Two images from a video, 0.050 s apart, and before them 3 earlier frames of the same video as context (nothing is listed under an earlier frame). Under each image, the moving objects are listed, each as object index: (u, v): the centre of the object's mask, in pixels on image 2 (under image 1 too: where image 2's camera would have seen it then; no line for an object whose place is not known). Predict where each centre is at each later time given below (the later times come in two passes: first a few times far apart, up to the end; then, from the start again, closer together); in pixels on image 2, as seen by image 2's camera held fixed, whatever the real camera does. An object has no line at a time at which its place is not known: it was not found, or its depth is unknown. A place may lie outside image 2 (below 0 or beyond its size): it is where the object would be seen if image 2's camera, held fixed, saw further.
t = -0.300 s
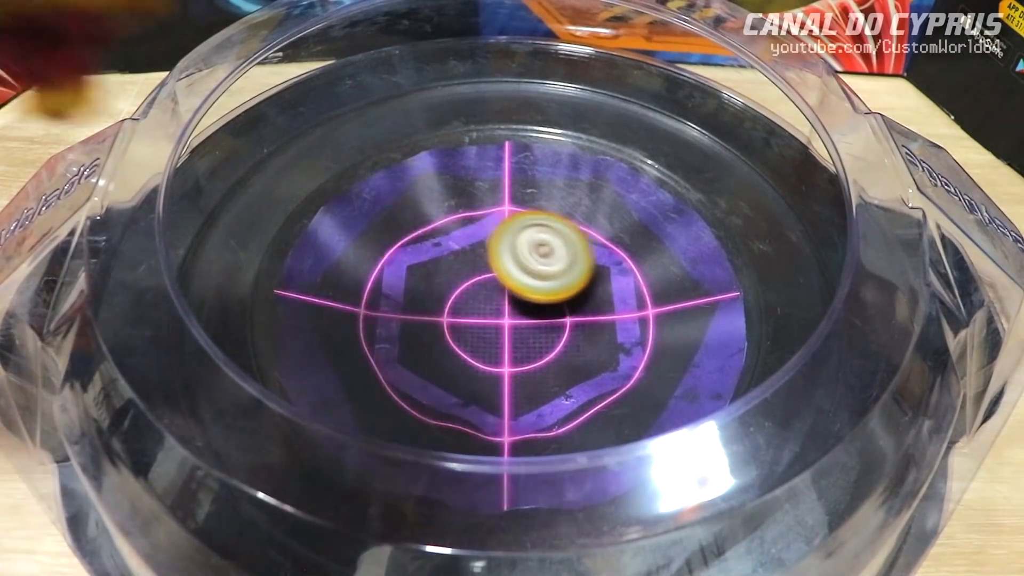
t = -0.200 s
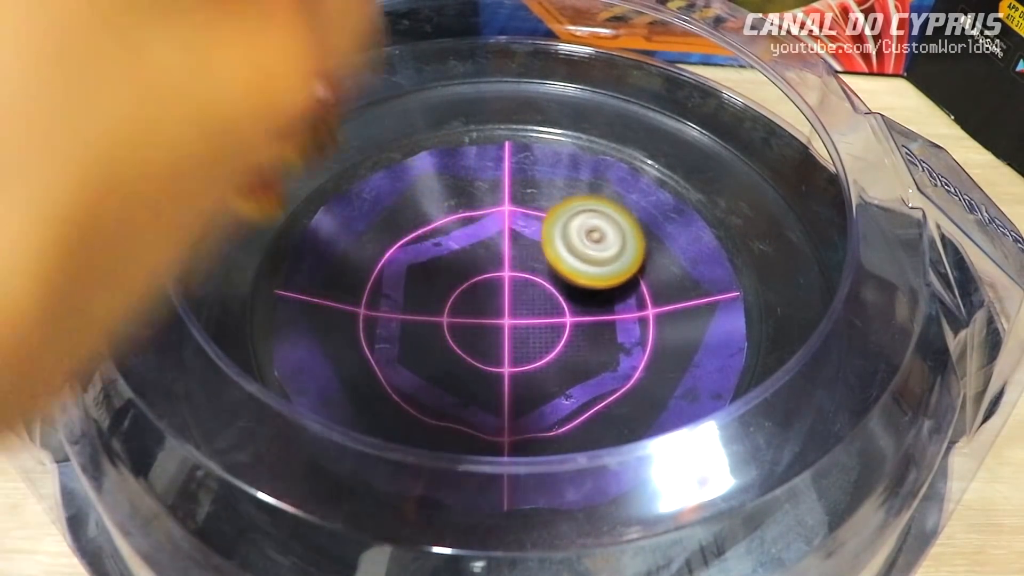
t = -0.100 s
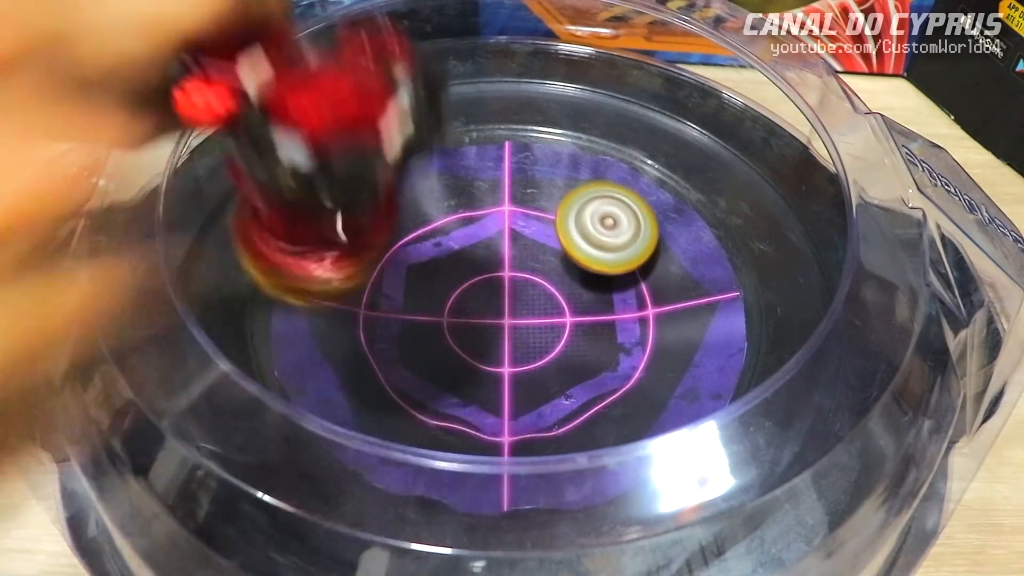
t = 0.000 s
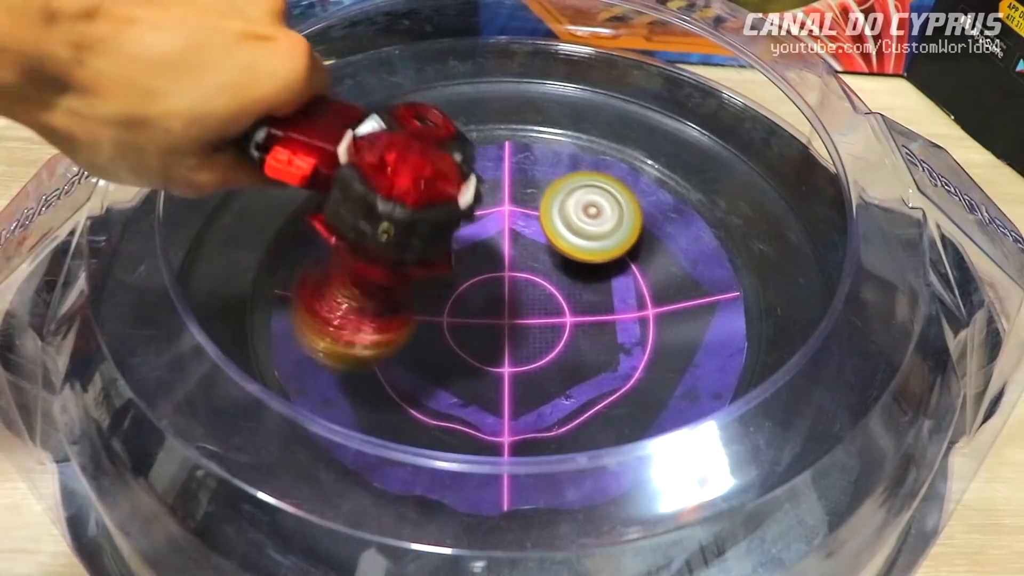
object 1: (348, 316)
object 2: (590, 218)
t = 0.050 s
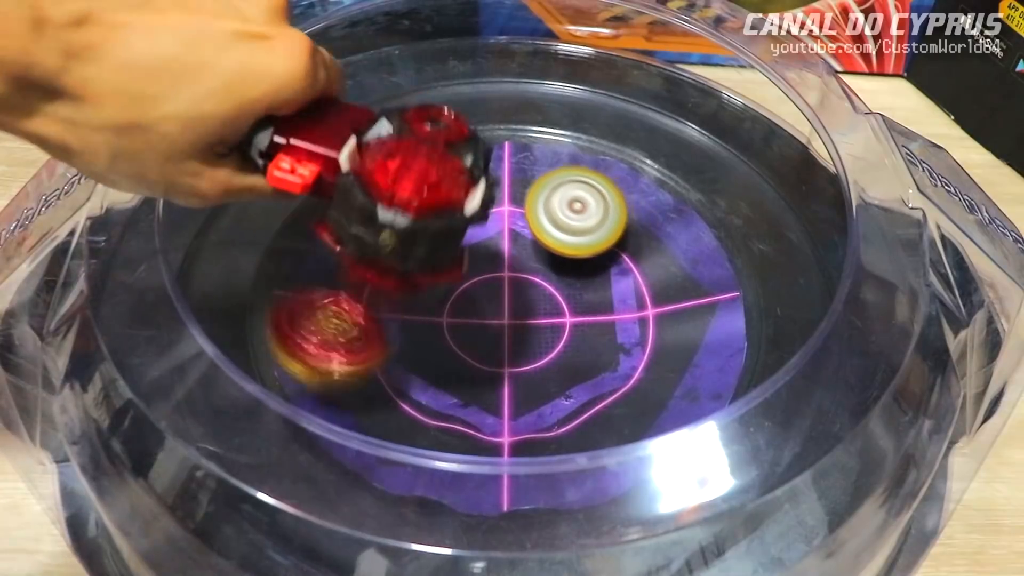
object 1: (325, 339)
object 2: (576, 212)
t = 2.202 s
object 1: (604, 277)
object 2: (672, 384)
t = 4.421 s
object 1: (659, 215)
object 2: (422, 277)
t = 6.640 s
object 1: (563, 205)
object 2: (590, 333)
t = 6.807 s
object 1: (594, 228)
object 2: (583, 333)
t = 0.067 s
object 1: (323, 320)
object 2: (570, 211)
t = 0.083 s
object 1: (322, 304)
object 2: (565, 212)
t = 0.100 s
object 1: (322, 294)
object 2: (559, 210)
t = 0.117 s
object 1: (323, 288)
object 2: (552, 210)
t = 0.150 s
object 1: (327, 288)
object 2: (540, 211)
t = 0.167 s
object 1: (329, 293)
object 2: (535, 212)
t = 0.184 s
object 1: (333, 293)
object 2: (529, 213)
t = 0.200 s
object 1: (340, 283)
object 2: (524, 214)
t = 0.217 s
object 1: (348, 275)
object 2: (519, 217)
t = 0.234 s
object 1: (356, 271)
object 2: (514, 220)
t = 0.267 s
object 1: (375, 256)
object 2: (506, 227)
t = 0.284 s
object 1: (385, 247)
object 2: (503, 232)
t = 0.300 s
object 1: (394, 240)
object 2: (503, 237)
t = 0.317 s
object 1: (391, 231)
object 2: (515, 242)
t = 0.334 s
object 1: (387, 223)
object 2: (530, 246)
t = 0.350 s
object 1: (383, 213)
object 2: (544, 250)
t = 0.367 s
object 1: (380, 207)
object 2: (558, 253)
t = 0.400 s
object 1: (376, 194)
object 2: (583, 258)
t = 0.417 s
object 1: (375, 190)
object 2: (595, 260)
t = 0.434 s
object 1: (374, 183)
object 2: (606, 261)
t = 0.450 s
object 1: (374, 180)
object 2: (617, 261)
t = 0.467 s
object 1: (375, 177)
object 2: (626, 262)
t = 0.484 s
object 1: (376, 172)
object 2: (635, 262)
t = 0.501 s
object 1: (377, 171)
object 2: (643, 261)
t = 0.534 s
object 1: (382, 168)
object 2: (656, 260)
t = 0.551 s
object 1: (385, 168)
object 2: (661, 259)
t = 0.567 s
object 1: (389, 171)
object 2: (665, 258)
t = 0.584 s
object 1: (393, 171)
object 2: (669, 257)
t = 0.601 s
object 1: (397, 174)
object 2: (672, 255)
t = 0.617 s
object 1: (403, 176)
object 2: (674, 254)
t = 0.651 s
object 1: (415, 183)
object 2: (676, 251)
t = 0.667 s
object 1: (421, 187)
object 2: (676, 249)
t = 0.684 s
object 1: (429, 192)
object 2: (675, 247)
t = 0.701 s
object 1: (437, 196)
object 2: (675, 245)
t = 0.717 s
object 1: (445, 204)
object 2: (673, 243)
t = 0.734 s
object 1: (453, 210)
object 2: (672, 240)
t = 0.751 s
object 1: (463, 217)
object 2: (670, 238)
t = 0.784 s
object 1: (483, 233)
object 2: (667, 234)
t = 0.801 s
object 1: (494, 240)
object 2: (664, 232)
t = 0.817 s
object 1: (505, 249)
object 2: (662, 230)
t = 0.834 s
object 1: (515, 253)
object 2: (659, 228)
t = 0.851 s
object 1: (526, 256)
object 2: (657, 227)
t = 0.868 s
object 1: (537, 263)
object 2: (654, 226)
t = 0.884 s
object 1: (547, 271)
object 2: (650, 224)
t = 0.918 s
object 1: (561, 274)
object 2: (646, 222)
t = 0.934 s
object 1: (562, 272)
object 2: (650, 221)
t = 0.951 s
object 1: (561, 272)
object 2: (654, 220)
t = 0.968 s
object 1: (560, 273)
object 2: (658, 218)
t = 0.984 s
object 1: (559, 269)
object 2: (661, 217)
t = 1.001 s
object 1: (559, 264)
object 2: (663, 217)
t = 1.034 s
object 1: (558, 247)
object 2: (668, 216)
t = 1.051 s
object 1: (556, 237)
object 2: (669, 216)
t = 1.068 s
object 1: (555, 229)
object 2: (670, 216)
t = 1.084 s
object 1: (553, 220)
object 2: (671, 216)
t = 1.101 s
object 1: (552, 212)
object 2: (671, 217)
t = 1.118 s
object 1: (550, 204)
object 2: (671, 217)
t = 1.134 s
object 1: (547, 197)
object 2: (671, 218)
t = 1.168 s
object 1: (542, 183)
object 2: (669, 219)
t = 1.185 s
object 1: (538, 178)
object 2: (668, 220)
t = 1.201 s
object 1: (535, 172)
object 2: (667, 221)
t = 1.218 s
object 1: (531, 168)
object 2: (665, 221)
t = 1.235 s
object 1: (527, 164)
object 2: (663, 222)
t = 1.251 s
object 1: (524, 161)
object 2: (662, 224)
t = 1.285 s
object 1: (516, 156)
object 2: (657, 227)
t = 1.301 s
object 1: (513, 155)
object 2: (654, 229)
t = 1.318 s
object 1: (509, 155)
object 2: (651, 231)
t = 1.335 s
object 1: (505, 154)
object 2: (647, 233)
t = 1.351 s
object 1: (501, 156)
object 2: (643, 236)
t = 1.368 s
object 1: (498, 157)
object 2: (638, 239)
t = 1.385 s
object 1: (494, 160)
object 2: (634, 242)
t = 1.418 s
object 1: (489, 166)
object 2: (624, 247)
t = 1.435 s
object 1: (487, 169)
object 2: (620, 251)
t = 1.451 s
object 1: (485, 173)
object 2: (615, 254)
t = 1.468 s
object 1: (483, 180)
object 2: (611, 258)
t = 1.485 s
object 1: (483, 187)
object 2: (607, 262)
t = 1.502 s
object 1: (482, 193)
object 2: (602, 266)
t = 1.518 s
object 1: (482, 201)
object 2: (598, 270)
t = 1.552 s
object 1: (485, 217)
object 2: (590, 280)
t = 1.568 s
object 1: (487, 226)
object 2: (585, 285)
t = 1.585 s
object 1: (490, 236)
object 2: (581, 290)
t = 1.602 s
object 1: (491, 243)
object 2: (580, 297)
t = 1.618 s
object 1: (489, 247)
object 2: (583, 306)
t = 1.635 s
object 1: (487, 250)
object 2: (587, 314)
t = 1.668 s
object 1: (485, 256)
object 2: (595, 329)
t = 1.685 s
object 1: (485, 261)
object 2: (599, 336)
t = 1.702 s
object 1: (485, 268)
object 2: (603, 342)
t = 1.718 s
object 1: (486, 272)
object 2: (608, 348)
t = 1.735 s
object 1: (489, 278)
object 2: (612, 353)
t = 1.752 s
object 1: (491, 282)
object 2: (618, 357)
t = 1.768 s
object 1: (495, 287)
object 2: (623, 361)
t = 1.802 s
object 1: (504, 298)
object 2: (633, 369)
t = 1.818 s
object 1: (509, 300)
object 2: (638, 372)
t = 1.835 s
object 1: (516, 305)
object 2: (643, 375)
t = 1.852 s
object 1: (522, 309)
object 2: (648, 377)
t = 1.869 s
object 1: (529, 312)
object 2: (653, 378)
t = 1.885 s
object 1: (536, 314)
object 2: (657, 380)
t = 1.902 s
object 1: (543, 317)
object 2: (661, 380)
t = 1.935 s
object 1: (558, 315)
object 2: (668, 381)
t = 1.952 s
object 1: (565, 318)
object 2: (671, 381)
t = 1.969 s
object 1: (571, 317)
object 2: (674, 381)
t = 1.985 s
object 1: (578, 316)
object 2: (676, 380)
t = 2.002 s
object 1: (583, 316)
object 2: (678, 381)
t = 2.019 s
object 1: (589, 313)
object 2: (679, 381)
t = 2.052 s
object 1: (598, 306)
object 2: (681, 381)
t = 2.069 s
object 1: (601, 302)
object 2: (681, 381)
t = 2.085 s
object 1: (604, 302)
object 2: (681, 381)
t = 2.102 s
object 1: (606, 297)
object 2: (680, 382)
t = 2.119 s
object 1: (608, 292)
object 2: (679, 382)
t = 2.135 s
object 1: (608, 291)
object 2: (679, 383)
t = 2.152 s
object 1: (608, 288)
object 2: (677, 383)
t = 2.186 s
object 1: (606, 282)
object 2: (673, 384)
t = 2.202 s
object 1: (604, 277)
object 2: (672, 384)
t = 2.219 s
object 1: (601, 275)
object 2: (669, 384)
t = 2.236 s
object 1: (598, 273)
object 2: (667, 385)
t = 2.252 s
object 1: (594, 270)
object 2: (664, 385)
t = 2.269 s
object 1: (589, 267)
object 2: (661, 385)
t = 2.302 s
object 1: (578, 263)
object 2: (655, 385)
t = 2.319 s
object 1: (572, 261)
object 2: (651, 385)
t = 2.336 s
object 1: (565, 261)
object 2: (648, 385)
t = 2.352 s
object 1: (559, 261)
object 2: (644, 385)
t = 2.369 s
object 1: (552, 261)
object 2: (641, 384)
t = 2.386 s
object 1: (546, 262)
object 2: (637, 383)
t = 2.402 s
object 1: (539, 263)
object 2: (633, 382)
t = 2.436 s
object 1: (525, 267)
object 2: (624, 379)
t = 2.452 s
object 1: (519, 270)
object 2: (620, 378)
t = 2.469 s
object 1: (512, 274)
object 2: (616, 376)
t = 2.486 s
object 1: (506, 277)
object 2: (611, 375)
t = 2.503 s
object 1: (500, 281)
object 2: (607, 374)
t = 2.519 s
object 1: (495, 285)
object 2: (602, 372)
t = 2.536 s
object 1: (489, 291)
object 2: (598, 371)
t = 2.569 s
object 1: (482, 300)
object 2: (589, 368)
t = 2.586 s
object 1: (478, 307)
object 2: (584, 367)
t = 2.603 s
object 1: (476, 312)
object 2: (580, 367)
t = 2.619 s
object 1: (474, 317)
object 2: (575, 366)
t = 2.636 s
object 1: (471, 321)
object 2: (573, 367)
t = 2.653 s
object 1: (460, 318)
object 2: (577, 371)
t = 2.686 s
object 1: (441, 308)
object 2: (579, 380)
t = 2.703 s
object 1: (432, 303)
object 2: (578, 383)
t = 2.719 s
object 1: (425, 299)
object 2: (577, 385)
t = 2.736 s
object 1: (419, 296)
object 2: (574, 386)
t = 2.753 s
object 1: (414, 295)
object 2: (572, 387)
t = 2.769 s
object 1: (411, 296)
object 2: (569, 387)
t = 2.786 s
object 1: (409, 295)
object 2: (566, 387)
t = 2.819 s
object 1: (410, 302)
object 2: (558, 386)
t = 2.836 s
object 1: (410, 310)
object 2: (554, 385)
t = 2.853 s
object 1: (412, 314)
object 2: (550, 384)
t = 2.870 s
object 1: (415, 317)
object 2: (545, 383)
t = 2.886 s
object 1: (419, 321)
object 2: (541, 382)
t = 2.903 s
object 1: (424, 327)
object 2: (537, 380)
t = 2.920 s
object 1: (431, 328)
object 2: (534, 379)
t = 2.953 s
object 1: (426, 318)
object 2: (543, 388)
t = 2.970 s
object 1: (420, 312)
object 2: (549, 393)
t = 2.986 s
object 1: (416, 299)
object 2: (552, 397)
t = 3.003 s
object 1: (413, 289)
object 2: (553, 400)
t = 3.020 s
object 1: (411, 283)
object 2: (553, 402)
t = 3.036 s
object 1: (410, 275)
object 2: (552, 403)
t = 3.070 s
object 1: (409, 259)
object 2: (548, 402)
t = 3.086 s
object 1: (409, 253)
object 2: (545, 400)
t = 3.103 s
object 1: (408, 246)
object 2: (542, 397)
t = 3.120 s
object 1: (408, 243)
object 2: (539, 395)
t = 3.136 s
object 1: (407, 241)
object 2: (536, 392)
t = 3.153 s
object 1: (405, 238)
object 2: (533, 388)
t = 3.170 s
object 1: (403, 239)
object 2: (530, 385)
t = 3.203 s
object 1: (400, 239)
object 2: (522, 378)
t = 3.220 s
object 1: (400, 241)
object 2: (518, 375)
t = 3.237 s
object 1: (399, 246)
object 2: (513, 371)
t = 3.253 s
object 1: (400, 248)
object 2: (509, 367)
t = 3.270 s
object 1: (401, 252)
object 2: (504, 363)
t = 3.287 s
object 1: (403, 255)
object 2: (500, 360)
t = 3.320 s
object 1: (409, 262)
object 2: (491, 352)
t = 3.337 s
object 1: (412, 268)
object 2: (486, 349)
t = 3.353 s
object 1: (416, 272)
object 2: (482, 346)
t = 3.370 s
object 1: (416, 268)
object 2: (484, 351)
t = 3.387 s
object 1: (415, 261)
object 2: (487, 357)
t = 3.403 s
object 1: (414, 255)
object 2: (488, 362)
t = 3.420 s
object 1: (414, 249)
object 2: (488, 364)
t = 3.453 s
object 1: (415, 240)
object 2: (487, 366)
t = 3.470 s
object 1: (415, 237)
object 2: (486, 366)
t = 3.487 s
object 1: (416, 234)
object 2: (486, 365)
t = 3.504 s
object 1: (417, 232)
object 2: (485, 364)
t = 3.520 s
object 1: (419, 229)
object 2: (484, 363)
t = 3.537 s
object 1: (421, 227)
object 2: (484, 361)
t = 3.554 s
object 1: (424, 226)
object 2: (484, 359)
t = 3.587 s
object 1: (432, 222)
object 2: (484, 355)
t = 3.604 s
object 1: (435, 223)
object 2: (483, 353)
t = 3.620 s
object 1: (440, 224)
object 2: (483, 351)
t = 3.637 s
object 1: (444, 225)
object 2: (482, 349)
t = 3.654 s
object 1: (449, 227)
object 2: (482, 347)
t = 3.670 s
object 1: (454, 228)
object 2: (482, 345)
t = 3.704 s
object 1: (464, 233)
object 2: (482, 340)
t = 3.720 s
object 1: (470, 237)
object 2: (482, 337)
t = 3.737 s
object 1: (475, 239)
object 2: (481, 334)
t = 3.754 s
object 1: (481, 242)
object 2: (480, 332)
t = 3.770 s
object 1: (486, 242)
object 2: (478, 333)
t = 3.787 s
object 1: (493, 239)
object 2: (474, 335)
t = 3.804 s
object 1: (500, 237)
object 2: (471, 336)
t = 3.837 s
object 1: (513, 233)
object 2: (466, 336)
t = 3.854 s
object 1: (519, 230)
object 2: (464, 336)
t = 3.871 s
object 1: (524, 230)
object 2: (463, 335)
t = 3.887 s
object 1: (529, 227)
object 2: (462, 335)
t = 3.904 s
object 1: (534, 227)
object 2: (461, 334)
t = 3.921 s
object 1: (537, 224)
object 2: (460, 333)
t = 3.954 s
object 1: (543, 222)
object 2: (458, 331)
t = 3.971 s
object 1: (544, 219)
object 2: (457, 329)
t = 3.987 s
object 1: (545, 219)
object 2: (457, 328)
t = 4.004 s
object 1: (546, 220)
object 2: (456, 327)
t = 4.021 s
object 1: (547, 216)
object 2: (456, 325)
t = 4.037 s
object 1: (547, 215)
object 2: (455, 323)
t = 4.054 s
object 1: (546, 217)
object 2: (455, 321)
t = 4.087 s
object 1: (544, 220)
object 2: (454, 317)
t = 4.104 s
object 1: (543, 222)
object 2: (453, 315)
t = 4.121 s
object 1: (542, 224)
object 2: (453, 312)
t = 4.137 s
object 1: (541, 227)
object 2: (453, 310)
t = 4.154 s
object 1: (540, 229)
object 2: (452, 307)
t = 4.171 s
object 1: (539, 232)
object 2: (452, 305)
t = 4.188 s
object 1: (538, 235)
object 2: (452, 303)
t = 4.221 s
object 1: (536, 242)
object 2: (452, 299)
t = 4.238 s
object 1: (538, 246)
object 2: (449, 296)
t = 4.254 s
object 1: (549, 247)
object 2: (441, 293)
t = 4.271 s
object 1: (559, 249)
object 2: (435, 291)
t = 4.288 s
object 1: (571, 245)
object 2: (430, 289)
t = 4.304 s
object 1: (584, 244)
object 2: (428, 287)
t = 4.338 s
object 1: (608, 237)
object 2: (424, 283)
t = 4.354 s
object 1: (619, 228)
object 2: (423, 281)
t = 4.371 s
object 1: (630, 224)
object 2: (423, 280)
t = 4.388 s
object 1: (642, 223)
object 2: (422, 279)
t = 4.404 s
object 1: (650, 219)
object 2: (422, 278)
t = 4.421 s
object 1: (659, 215)
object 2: (422, 277)
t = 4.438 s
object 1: (667, 212)
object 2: (422, 276)
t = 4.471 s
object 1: (679, 206)
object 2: (424, 274)
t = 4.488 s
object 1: (683, 203)
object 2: (425, 273)
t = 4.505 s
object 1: (688, 201)
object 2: (426, 273)
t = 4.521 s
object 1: (691, 198)
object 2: (428, 272)
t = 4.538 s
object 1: (694, 195)
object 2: (429, 272)
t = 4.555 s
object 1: (696, 195)
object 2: (431, 271)
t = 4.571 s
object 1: (697, 194)
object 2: (432, 270)
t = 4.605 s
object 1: (698, 194)
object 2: (435, 269)
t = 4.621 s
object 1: (697, 194)
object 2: (437, 269)
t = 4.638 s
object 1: (696, 196)
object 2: (439, 268)
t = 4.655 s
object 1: (695, 196)
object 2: (440, 267)
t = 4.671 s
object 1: (693, 199)
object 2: (442, 267)
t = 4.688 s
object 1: (689, 202)
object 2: (444, 266)
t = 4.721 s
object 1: (682, 208)
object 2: (448, 263)
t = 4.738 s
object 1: (677, 211)
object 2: (450, 262)
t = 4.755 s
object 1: (672, 216)
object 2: (452, 260)
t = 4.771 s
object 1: (665, 222)
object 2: (454, 259)
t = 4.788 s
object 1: (659, 226)
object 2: (456, 257)
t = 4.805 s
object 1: (652, 233)
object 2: (458, 255)
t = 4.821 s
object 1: (644, 238)
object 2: (460, 253)
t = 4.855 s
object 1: (628, 252)
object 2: (465, 250)
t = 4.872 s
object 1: (618, 260)
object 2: (468, 249)
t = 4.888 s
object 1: (609, 267)
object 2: (470, 248)
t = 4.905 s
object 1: (599, 275)
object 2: (473, 246)
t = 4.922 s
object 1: (588, 283)
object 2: (475, 245)
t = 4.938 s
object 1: (577, 292)
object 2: (478, 244)
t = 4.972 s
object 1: (552, 308)
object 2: (482, 241)
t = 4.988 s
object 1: (540, 314)
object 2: (484, 239)
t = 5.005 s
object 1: (529, 320)
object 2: (486, 237)
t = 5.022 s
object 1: (519, 328)
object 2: (488, 236)
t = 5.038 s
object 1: (514, 333)
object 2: (490, 235)
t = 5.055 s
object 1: (508, 343)
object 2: (492, 234)
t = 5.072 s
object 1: (501, 356)
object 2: (493, 233)
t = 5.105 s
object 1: (496, 375)
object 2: (496, 232)
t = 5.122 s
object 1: (495, 385)
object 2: (498, 231)
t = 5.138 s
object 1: (494, 394)
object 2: (499, 231)
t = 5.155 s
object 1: (496, 403)
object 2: (501, 231)
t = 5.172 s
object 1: (497, 411)
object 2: (503, 230)
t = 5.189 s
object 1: (499, 415)
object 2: (504, 230)
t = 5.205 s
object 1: (502, 417)
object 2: (506, 230)
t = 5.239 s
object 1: (506, 437)
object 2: (509, 229)
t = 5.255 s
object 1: (508, 443)
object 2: (510, 229)
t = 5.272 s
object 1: (509, 451)
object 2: (512, 229)
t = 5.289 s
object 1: (511, 454)
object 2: (514, 228)
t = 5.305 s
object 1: (514, 457)
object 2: (515, 228)
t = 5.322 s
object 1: (515, 458)
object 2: (516, 228)
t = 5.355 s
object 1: (517, 457)
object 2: (519, 228)
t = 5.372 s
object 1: (518, 457)
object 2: (521, 229)
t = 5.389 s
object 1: (518, 457)
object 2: (522, 229)
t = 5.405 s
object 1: (518, 457)
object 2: (523, 230)
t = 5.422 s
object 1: (517, 457)
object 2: (525, 231)
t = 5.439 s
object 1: (516, 455)
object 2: (526, 232)
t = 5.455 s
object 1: (514, 451)
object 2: (526, 233)
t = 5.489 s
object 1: (510, 440)
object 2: (528, 235)
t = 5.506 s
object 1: (508, 427)
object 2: (529, 236)
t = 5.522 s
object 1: (506, 424)
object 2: (530, 237)
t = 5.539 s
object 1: (502, 421)
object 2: (531, 238)
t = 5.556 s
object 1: (499, 417)
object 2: (533, 239)
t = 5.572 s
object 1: (495, 413)
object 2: (534, 241)
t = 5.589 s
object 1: (492, 407)
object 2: (535, 242)
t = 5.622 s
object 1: (485, 392)
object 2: (538, 244)
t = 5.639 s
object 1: (481, 382)
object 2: (539, 246)
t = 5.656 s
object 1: (478, 373)
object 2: (541, 247)
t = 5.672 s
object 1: (474, 364)
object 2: (542, 249)
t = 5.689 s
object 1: (471, 354)
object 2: (544, 250)
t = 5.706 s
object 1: (468, 343)
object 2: (546, 252)
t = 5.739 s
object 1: (463, 322)
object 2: (550, 255)
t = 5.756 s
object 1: (462, 309)
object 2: (552, 257)
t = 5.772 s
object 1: (456, 300)
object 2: (558, 258)
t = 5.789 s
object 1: (447, 290)
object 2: (566, 256)
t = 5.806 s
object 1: (438, 283)
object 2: (573, 255)
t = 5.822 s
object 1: (429, 272)
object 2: (580, 255)
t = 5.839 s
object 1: (420, 265)
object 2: (585, 253)
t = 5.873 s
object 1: (397, 245)
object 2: (595, 250)
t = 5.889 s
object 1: (384, 242)
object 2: (600, 248)
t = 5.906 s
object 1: (374, 233)
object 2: (604, 247)
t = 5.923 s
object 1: (361, 224)
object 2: (607, 244)
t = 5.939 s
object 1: (349, 220)
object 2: (611, 242)
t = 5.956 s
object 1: (339, 218)
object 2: (613, 240)
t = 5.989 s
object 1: (323, 208)
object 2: (617, 237)
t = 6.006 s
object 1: (318, 204)
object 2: (618, 236)
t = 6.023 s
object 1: (312, 200)
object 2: (619, 235)
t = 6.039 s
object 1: (308, 198)
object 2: (619, 234)
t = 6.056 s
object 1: (304, 194)
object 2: (620, 233)
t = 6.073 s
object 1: (301, 192)
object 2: (620, 232)
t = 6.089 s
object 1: (300, 191)
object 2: (620, 232)
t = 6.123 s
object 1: (303, 192)
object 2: (619, 233)
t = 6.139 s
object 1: (307, 193)
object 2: (618, 234)
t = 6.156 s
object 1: (311, 194)
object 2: (616, 235)
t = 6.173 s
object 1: (317, 197)
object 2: (615, 236)
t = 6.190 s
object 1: (322, 198)
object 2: (613, 238)
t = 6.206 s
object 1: (328, 200)
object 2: (611, 240)
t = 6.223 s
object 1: (336, 201)
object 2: (610, 242)
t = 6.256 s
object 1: (353, 207)
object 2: (605, 247)
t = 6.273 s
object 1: (362, 209)
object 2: (603, 250)
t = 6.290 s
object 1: (373, 211)
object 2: (600, 252)
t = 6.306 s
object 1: (383, 214)
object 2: (598, 255)
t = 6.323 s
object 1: (394, 217)
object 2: (596, 258)
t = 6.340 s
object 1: (405, 220)
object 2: (593, 261)
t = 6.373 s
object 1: (431, 226)
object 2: (587, 267)
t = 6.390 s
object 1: (443, 229)
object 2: (584, 270)
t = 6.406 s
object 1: (457, 232)
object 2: (581, 273)
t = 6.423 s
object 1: (472, 236)
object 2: (578, 277)
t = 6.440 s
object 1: (484, 239)
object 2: (575, 281)
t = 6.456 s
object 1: (492, 235)
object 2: (580, 288)
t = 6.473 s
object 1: (501, 227)
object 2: (584, 296)
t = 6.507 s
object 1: (517, 220)
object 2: (589, 309)
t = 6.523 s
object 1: (523, 215)
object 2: (590, 314)
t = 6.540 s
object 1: (530, 214)
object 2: (591, 318)
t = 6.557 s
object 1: (537, 211)
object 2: (591, 322)
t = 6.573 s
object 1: (542, 210)
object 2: (591, 325)
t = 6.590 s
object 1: (549, 208)
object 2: (590, 327)
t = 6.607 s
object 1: (553, 207)
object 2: (590, 330)
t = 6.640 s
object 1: (563, 205)
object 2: (590, 333)
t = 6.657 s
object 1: (567, 207)
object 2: (590, 334)
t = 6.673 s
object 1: (572, 207)
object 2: (590, 335)
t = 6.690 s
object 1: (575, 208)
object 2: (590, 335)
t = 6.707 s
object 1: (579, 210)
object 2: (589, 335)
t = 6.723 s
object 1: (582, 211)
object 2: (588, 335)
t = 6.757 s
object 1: (588, 216)
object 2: (586, 335)
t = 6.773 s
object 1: (590, 220)
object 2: (585, 334)
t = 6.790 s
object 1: (593, 224)
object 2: (584, 334)
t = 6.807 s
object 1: (594, 228)
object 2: (583, 333)
